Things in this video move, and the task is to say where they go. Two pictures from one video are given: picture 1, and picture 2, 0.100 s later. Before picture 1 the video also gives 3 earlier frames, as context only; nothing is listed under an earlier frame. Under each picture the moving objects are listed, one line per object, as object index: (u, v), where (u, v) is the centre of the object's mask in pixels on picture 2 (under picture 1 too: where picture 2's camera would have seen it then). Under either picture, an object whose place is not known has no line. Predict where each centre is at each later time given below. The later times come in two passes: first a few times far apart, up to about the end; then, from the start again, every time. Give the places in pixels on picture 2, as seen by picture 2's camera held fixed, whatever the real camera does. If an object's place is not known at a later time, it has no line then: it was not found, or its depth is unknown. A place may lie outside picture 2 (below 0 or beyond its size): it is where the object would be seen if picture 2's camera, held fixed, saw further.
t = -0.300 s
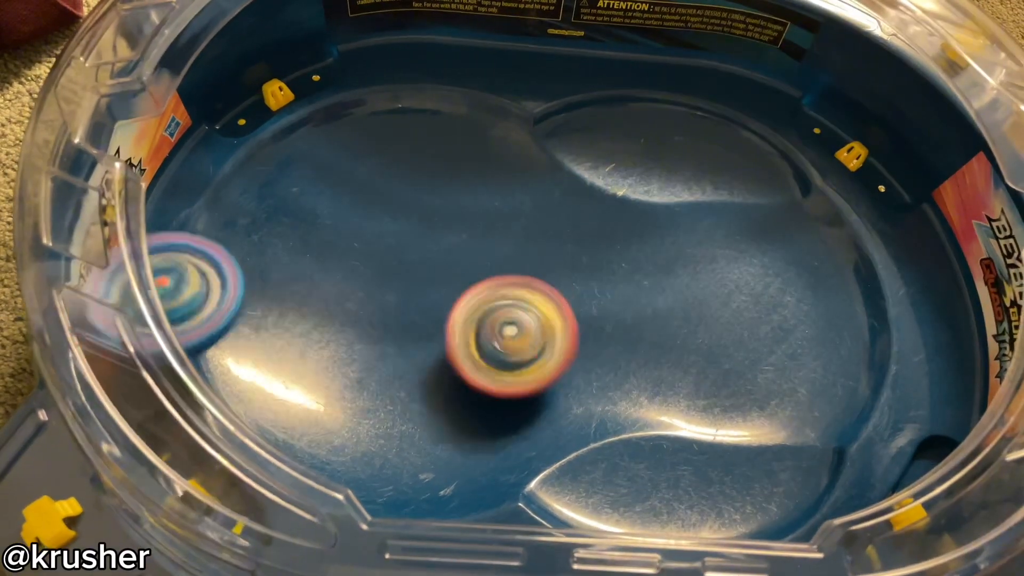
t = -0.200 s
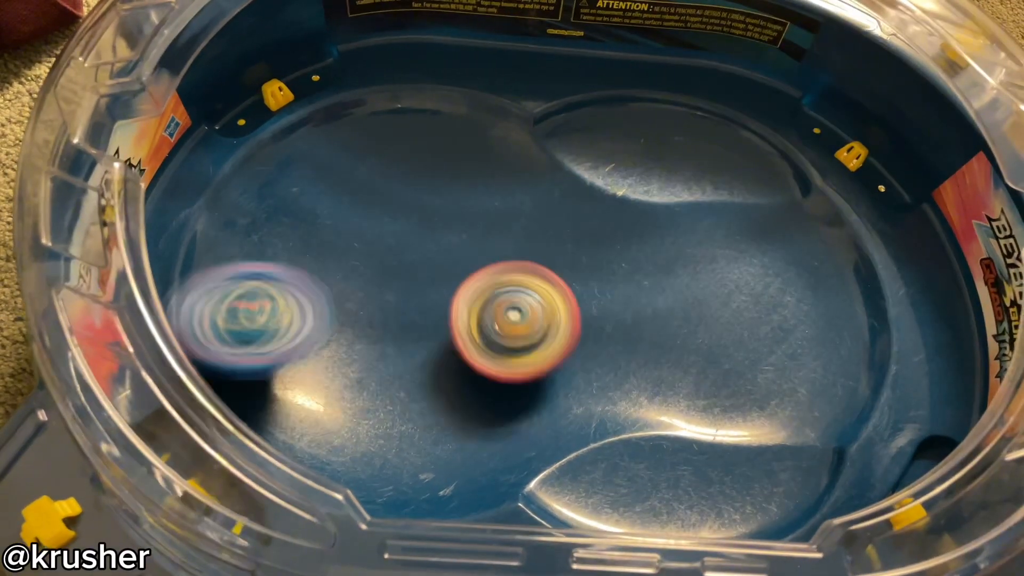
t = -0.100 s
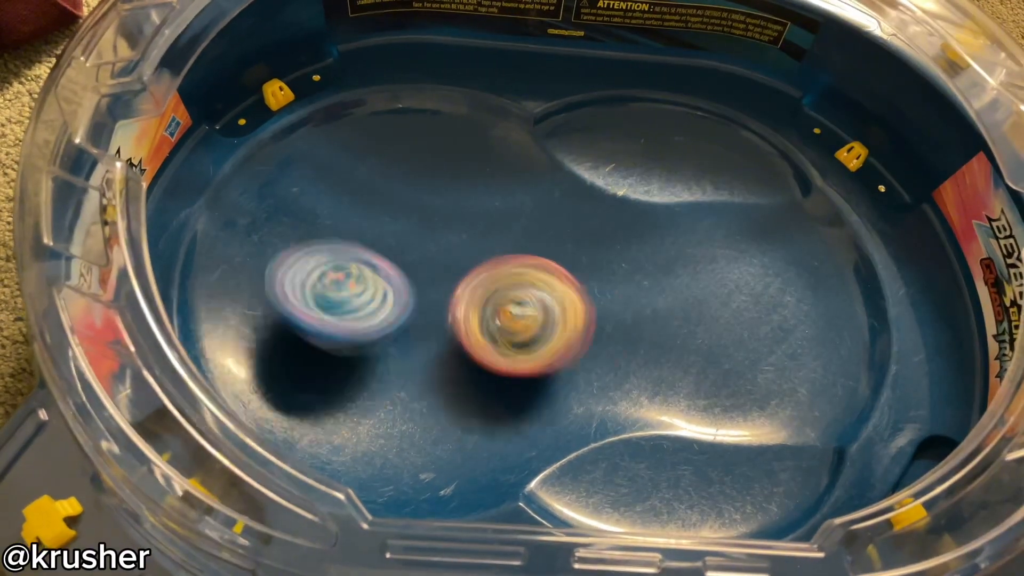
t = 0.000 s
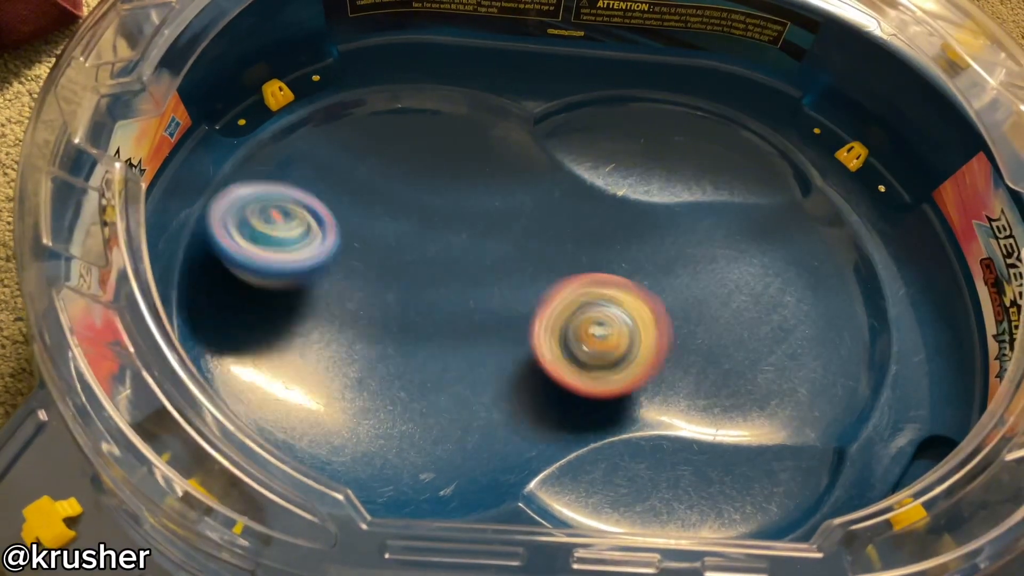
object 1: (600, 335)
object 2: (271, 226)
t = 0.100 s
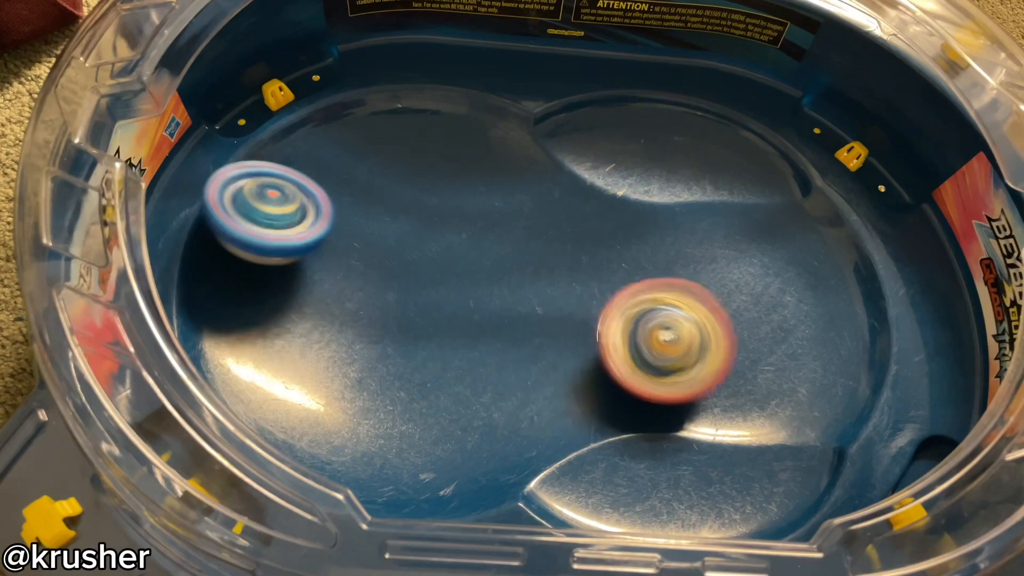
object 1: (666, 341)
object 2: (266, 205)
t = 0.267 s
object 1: (746, 337)
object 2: (368, 243)
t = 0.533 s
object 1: (782, 317)
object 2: (507, 257)
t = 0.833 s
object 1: (693, 282)
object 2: (440, 122)
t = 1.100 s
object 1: (524, 265)
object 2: (376, 228)
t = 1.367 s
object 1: (614, 362)
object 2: (281, 279)
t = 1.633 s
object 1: (785, 385)
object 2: (499, 306)
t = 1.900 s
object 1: (776, 263)
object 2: (661, 299)
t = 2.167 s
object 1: (703, 281)
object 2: (597, 343)
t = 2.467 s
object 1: (607, 332)
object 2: (476, 362)
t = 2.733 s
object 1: (530, 361)
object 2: (391, 349)
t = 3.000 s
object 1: (506, 334)
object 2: (319, 306)
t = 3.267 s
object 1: (430, 355)
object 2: (276, 189)
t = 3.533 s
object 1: (400, 395)
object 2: (417, 208)
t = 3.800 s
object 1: (440, 386)
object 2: (477, 168)
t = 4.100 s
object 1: (422, 361)
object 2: (287, 257)
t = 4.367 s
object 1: (413, 327)
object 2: (434, 438)
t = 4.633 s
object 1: (386, 314)
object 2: (712, 258)
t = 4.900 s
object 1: (397, 311)
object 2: (798, 251)
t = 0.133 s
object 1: (687, 341)
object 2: (277, 207)
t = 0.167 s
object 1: (706, 341)
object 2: (294, 213)
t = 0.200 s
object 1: (723, 340)
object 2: (316, 222)
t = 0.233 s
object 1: (735, 338)
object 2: (340, 232)
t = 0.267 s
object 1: (746, 337)
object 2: (368, 243)
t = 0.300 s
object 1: (756, 337)
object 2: (395, 256)
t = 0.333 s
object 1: (764, 337)
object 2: (421, 263)
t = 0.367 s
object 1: (772, 335)
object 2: (445, 269)
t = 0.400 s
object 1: (778, 331)
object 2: (465, 272)
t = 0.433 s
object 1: (783, 328)
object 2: (481, 273)
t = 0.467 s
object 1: (785, 325)
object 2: (493, 271)
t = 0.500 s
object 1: (784, 322)
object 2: (502, 265)
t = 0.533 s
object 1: (782, 317)
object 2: (507, 257)
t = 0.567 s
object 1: (779, 312)
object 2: (509, 244)
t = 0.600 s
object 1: (774, 308)
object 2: (508, 229)
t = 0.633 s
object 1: (766, 305)
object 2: (504, 213)
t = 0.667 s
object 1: (757, 300)
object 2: (499, 194)
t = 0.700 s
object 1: (747, 296)
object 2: (491, 176)
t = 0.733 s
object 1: (735, 293)
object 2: (480, 158)
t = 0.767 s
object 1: (722, 290)
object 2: (468, 142)
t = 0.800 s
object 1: (708, 286)
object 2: (454, 130)
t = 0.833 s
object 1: (693, 282)
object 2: (440, 122)
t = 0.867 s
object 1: (677, 279)
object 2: (425, 119)
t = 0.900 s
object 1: (659, 276)
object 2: (411, 122)
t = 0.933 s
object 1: (640, 272)
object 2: (398, 131)
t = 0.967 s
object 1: (619, 268)
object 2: (387, 145)
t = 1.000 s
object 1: (596, 266)
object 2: (379, 162)
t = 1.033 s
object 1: (574, 264)
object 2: (374, 183)
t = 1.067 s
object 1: (548, 264)
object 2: (373, 206)
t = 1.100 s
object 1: (524, 265)
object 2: (376, 228)
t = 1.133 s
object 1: (504, 272)
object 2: (372, 247)
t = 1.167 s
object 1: (520, 290)
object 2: (329, 240)
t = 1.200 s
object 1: (537, 307)
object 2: (289, 234)
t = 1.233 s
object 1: (552, 323)
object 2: (260, 231)
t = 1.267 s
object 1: (565, 335)
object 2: (245, 234)
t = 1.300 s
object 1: (580, 346)
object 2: (244, 243)
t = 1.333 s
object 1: (596, 355)
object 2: (257, 259)
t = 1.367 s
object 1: (614, 362)
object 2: (281, 279)
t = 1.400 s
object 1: (635, 368)
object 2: (308, 297)
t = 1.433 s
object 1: (656, 372)
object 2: (337, 310)
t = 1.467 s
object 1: (677, 377)
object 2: (369, 319)
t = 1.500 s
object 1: (698, 382)
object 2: (398, 322)
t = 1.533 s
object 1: (722, 387)
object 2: (425, 320)
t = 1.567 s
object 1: (743, 390)
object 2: (451, 315)
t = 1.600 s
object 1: (763, 390)
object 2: (474, 311)
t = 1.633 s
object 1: (785, 385)
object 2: (499, 306)
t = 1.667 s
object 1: (801, 373)
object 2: (522, 303)
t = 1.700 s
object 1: (811, 358)
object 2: (549, 301)
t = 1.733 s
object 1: (818, 339)
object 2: (573, 298)
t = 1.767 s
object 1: (816, 318)
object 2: (599, 297)
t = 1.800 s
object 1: (808, 299)
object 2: (621, 297)
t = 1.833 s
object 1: (793, 283)
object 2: (647, 299)
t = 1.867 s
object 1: (781, 271)
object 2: (665, 299)
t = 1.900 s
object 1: (776, 263)
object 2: (661, 299)
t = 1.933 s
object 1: (770, 263)
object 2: (651, 307)
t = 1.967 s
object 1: (764, 264)
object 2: (647, 309)
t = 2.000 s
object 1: (755, 266)
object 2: (641, 315)
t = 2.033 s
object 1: (745, 269)
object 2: (637, 319)
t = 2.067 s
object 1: (737, 272)
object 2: (626, 326)
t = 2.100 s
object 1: (727, 275)
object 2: (614, 331)
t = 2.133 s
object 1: (716, 278)
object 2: (604, 337)
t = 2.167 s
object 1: (703, 281)
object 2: (597, 343)
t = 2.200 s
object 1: (692, 287)
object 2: (587, 350)
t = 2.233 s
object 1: (685, 290)
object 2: (568, 359)
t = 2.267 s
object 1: (676, 296)
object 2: (549, 366)
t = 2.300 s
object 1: (669, 300)
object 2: (532, 370)
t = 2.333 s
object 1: (657, 306)
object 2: (519, 372)
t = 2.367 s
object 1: (645, 312)
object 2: (508, 370)
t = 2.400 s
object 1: (630, 318)
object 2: (500, 369)
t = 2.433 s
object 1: (617, 327)
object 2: (492, 367)
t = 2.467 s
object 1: (607, 332)
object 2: (476, 362)
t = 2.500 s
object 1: (596, 339)
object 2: (462, 359)
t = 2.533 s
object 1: (585, 345)
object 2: (448, 357)
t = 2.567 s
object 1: (573, 350)
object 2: (435, 356)
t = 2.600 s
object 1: (564, 356)
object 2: (424, 354)
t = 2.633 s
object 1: (556, 358)
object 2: (415, 354)
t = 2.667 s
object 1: (548, 360)
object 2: (406, 352)
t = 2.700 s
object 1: (537, 359)
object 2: (399, 351)
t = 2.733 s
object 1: (530, 361)
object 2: (391, 349)
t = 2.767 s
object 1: (531, 361)
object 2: (367, 344)
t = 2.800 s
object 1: (532, 361)
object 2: (344, 337)
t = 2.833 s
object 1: (532, 357)
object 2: (328, 330)
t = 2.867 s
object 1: (531, 356)
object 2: (318, 324)
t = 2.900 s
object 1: (529, 351)
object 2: (313, 319)
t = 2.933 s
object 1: (522, 346)
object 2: (312, 315)
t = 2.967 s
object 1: (516, 339)
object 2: (314, 311)
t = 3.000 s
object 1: (506, 334)
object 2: (319, 306)
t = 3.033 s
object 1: (494, 327)
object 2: (325, 301)
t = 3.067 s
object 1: (479, 323)
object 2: (333, 293)
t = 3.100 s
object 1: (467, 320)
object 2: (331, 286)
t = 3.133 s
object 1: (464, 327)
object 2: (309, 258)
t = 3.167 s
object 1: (457, 334)
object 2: (293, 234)
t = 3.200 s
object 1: (445, 342)
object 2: (283, 214)
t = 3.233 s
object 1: (438, 347)
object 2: (278, 199)
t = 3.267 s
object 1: (430, 355)
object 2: (276, 189)
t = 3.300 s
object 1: (423, 359)
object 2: (279, 186)
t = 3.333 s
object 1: (419, 365)
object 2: (286, 191)
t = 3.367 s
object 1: (416, 366)
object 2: (299, 201)
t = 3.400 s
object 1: (416, 368)
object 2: (316, 215)
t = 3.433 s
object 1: (413, 369)
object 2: (336, 229)
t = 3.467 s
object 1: (416, 364)
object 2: (359, 245)
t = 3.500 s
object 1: (410, 373)
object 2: (387, 247)
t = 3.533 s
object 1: (400, 395)
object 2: (417, 208)
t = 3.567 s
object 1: (395, 404)
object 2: (442, 170)
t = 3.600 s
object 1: (398, 411)
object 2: (461, 135)
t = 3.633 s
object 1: (403, 416)
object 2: (473, 112)
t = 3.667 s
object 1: (411, 415)
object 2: (482, 107)
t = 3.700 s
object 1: (423, 409)
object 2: (487, 108)
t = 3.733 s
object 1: (431, 401)
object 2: (489, 115)
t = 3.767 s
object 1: (437, 394)
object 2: (486, 135)
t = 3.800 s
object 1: (440, 386)
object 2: (477, 168)
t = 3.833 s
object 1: (444, 375)
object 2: (457, 208)
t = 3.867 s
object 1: (450, 366)
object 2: (434, 246)
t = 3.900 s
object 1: (447, 373)
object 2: (413, 249)
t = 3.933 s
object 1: (441, 386)
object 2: (393, 236)
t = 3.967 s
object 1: (436, 387)
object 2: (370, 228)
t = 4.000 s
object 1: (432, 385)
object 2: (345, 225)
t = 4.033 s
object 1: (428, 379)
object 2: (321, 228)
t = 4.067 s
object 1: (426, 370)
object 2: (302, 238)
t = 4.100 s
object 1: (422, 361)
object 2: (287, 257)
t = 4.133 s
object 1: (417, 354)
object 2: (278, 281)
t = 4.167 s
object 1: (411, 347)
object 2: (278, 309)
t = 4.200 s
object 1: (410, 342)
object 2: (284, 341)
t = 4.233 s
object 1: (415, 340)
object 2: (291, 371)
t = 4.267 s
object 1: (416, 339)
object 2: (312, 397)
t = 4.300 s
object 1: (418, 336)
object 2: (343, 423)
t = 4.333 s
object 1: (417, 331)
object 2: (384, 437)
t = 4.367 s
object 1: (413, 327)
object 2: (434, 438)
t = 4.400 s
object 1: (411, 327)
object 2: (489, 422)
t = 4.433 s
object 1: (411, 324)
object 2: (541, 395)
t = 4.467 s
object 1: (409, 319)
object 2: (586, 366)
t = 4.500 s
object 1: (405, 316)
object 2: (621, 337)
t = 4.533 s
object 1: (400, 314)
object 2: (649, 312)
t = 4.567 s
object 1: (395, 312)
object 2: (674, 290)
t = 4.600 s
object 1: (390, 312)
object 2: (696, 270)
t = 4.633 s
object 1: (386, 314)
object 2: (712, 258)
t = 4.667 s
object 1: (382, 315)
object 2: (729, 247)
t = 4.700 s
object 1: (382, 315)
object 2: (739, 242)
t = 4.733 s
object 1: (384, 314)
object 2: (752, 242)
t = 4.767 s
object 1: (386, 313)
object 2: (763, 243)
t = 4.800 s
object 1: (389, 312)
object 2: (774, 245)
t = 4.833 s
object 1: (391, 312)
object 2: (783, 246)
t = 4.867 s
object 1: (394, 312)
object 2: (791, 248)
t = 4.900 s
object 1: (397, 311)
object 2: (798, 251)
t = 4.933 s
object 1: (398, 311)
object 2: (802, 254)
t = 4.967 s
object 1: (397, 311)
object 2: (805, 256)
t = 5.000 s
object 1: (397, 311)
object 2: (806, 258)
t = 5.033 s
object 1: (397, 311)
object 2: (806, 263)
